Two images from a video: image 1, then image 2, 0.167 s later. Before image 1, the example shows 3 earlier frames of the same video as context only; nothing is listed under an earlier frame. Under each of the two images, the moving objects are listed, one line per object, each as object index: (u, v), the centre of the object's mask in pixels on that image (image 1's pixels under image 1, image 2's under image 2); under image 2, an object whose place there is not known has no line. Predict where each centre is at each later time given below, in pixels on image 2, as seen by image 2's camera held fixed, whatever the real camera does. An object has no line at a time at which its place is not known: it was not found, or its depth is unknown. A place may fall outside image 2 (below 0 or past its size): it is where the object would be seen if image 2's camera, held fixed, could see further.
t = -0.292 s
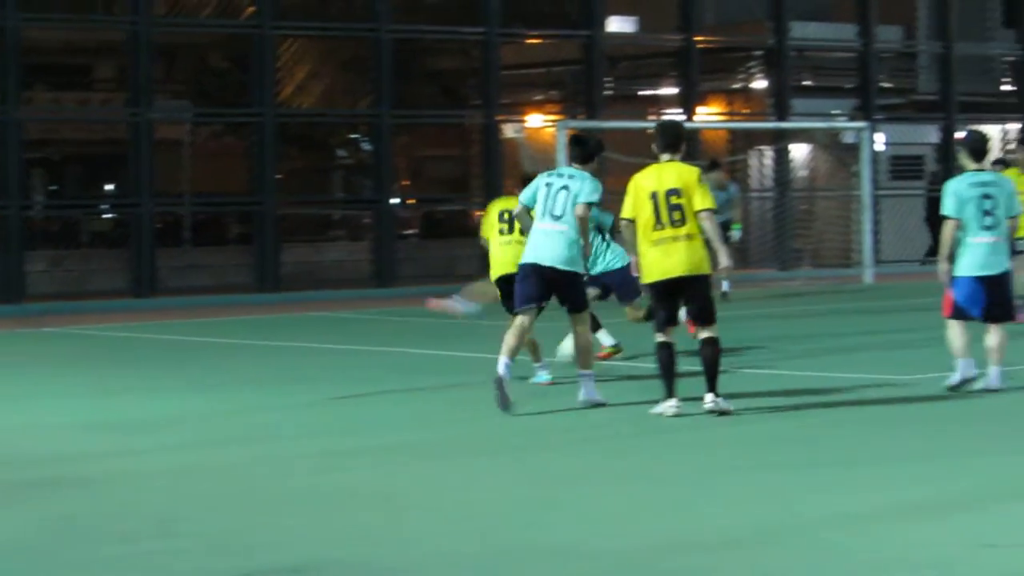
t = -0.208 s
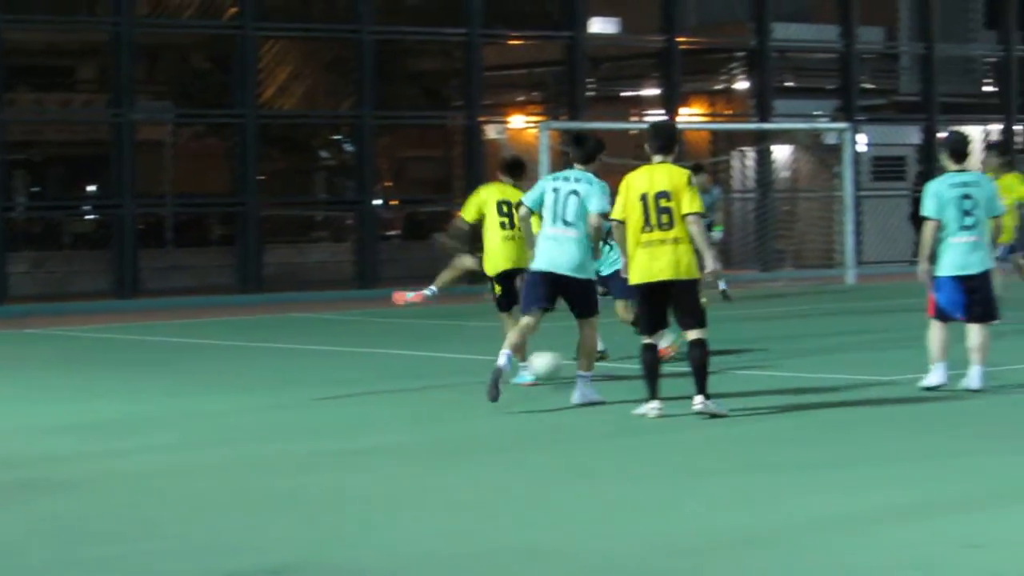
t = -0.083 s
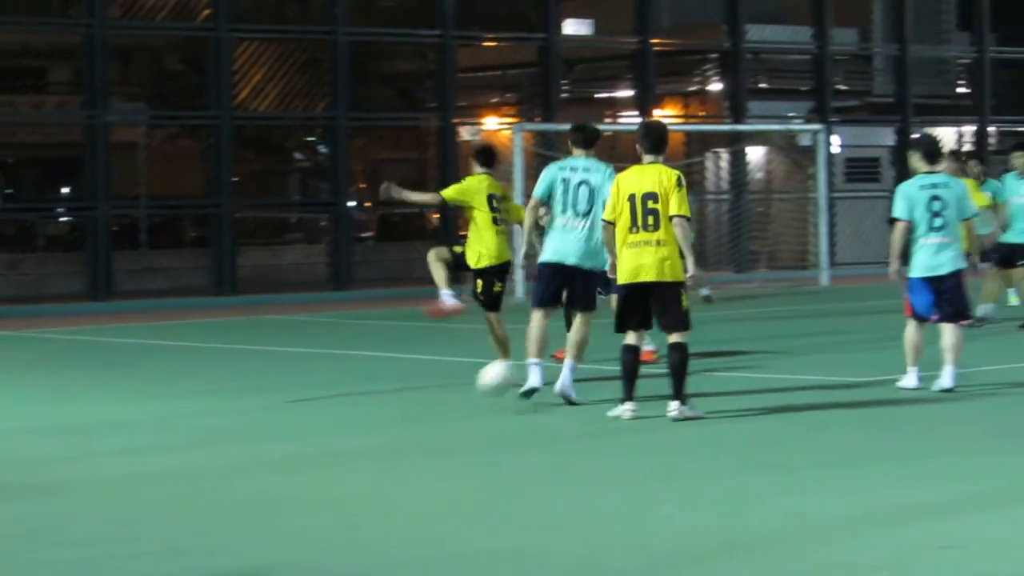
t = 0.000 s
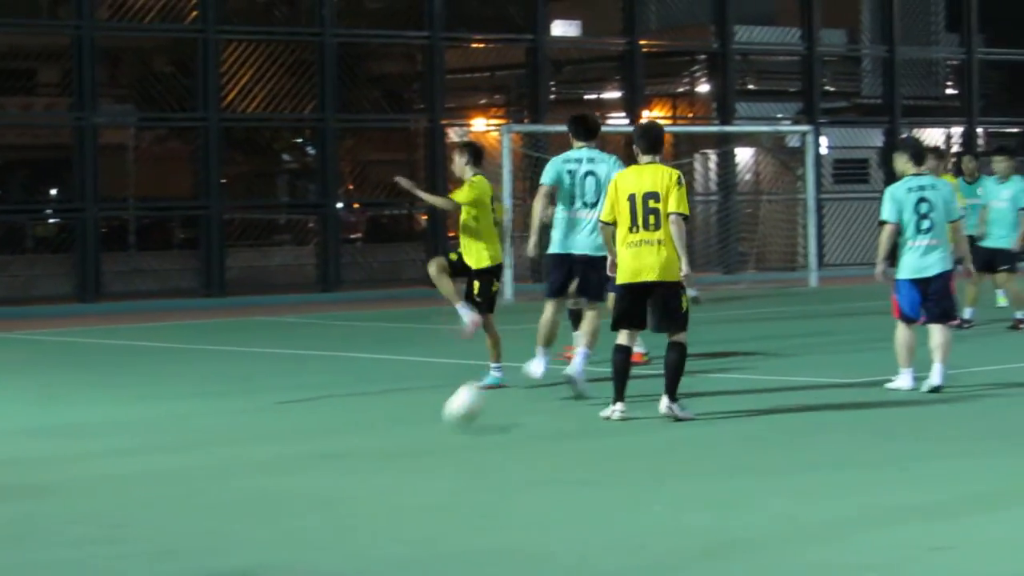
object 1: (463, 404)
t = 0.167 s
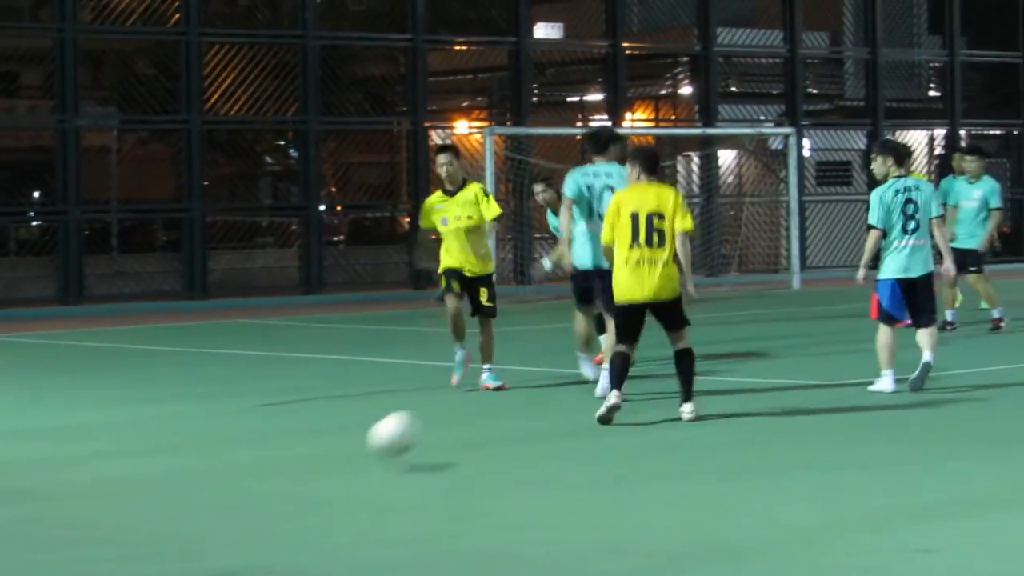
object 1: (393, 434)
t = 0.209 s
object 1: (380, 448)
